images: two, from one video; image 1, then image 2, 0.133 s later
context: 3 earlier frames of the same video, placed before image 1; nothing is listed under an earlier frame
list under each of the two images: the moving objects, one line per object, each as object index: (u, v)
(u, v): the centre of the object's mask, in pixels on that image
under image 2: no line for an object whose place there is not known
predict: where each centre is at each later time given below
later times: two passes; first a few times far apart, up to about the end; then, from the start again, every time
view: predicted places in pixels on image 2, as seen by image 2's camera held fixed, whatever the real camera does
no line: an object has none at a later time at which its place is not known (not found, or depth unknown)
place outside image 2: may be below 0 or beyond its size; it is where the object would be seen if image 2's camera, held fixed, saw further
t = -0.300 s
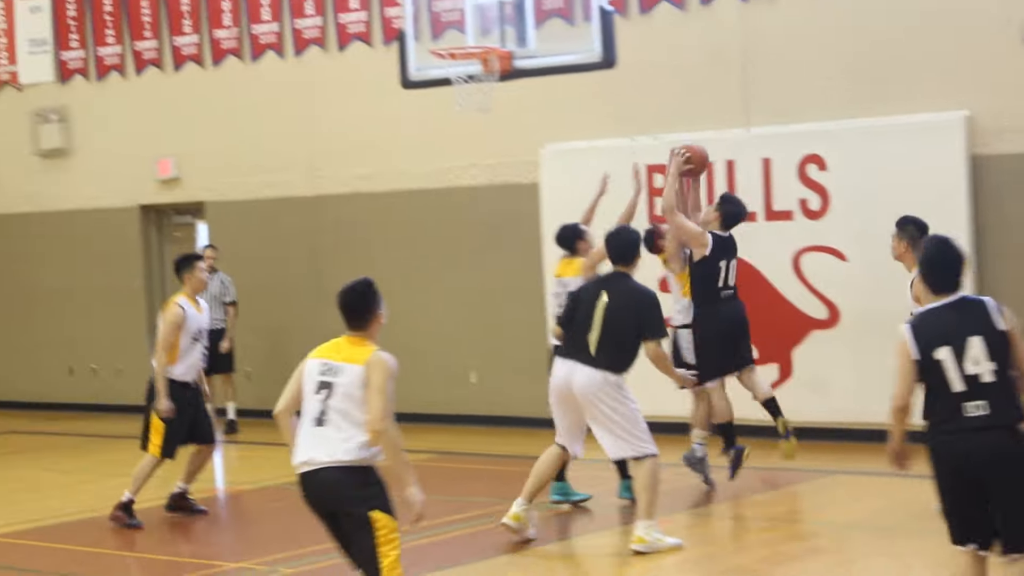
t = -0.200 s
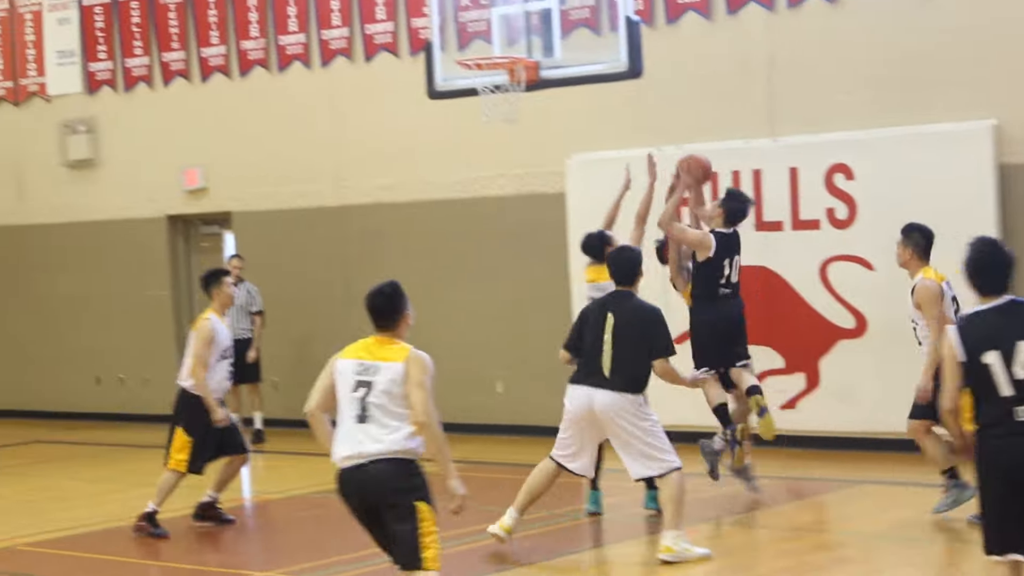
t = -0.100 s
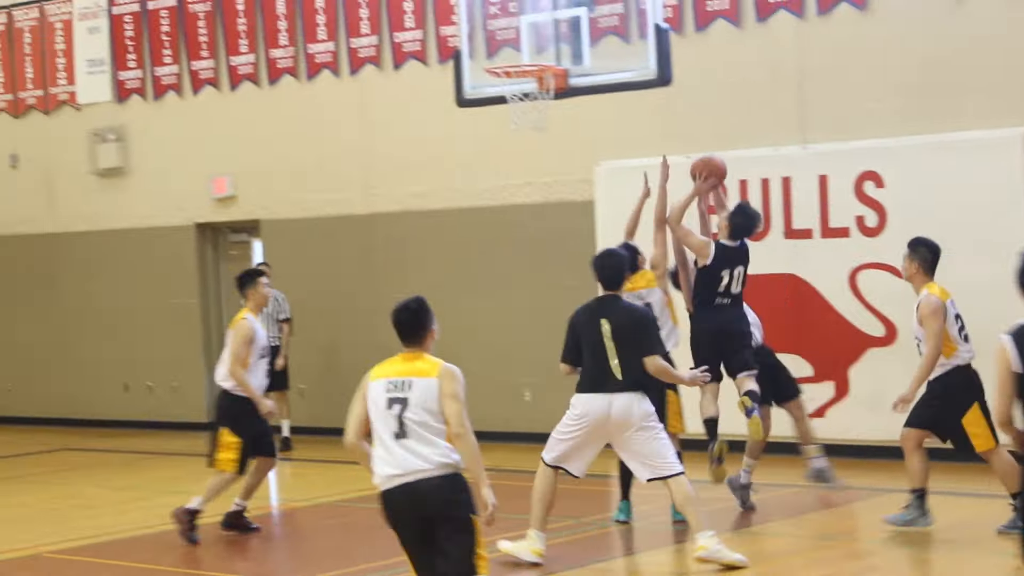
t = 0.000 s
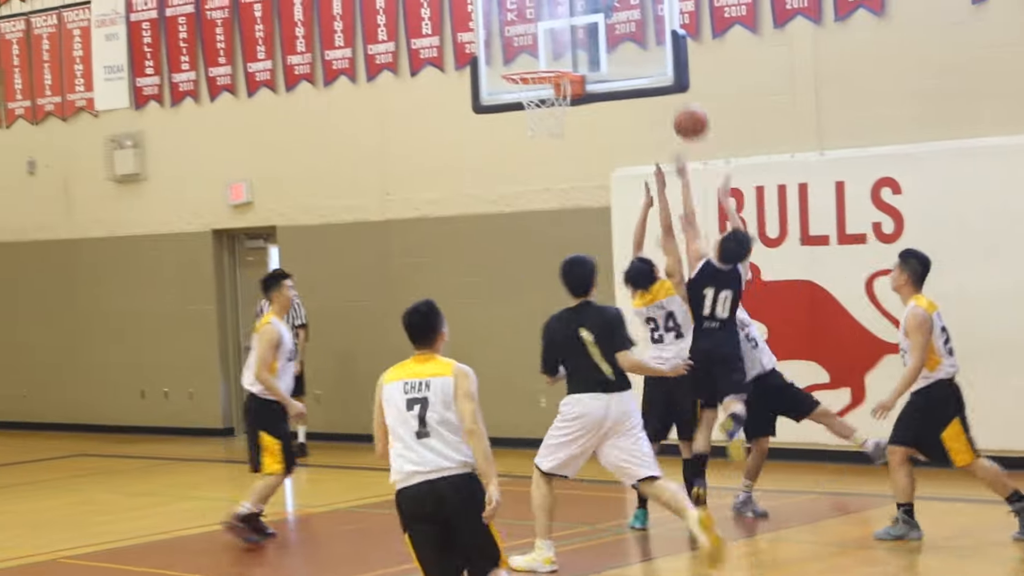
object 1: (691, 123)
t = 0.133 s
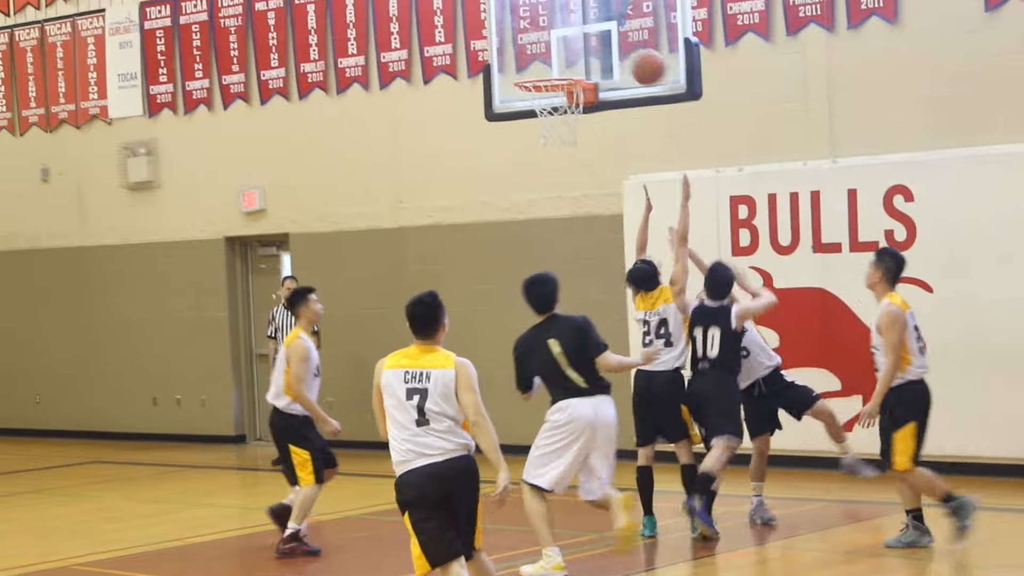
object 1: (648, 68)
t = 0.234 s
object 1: (610, 39)
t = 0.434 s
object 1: (539, 25)
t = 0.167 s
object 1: (636, 57)
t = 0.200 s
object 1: (622, 47)
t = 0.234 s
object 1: (610, 39)
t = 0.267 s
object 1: (597, 33)
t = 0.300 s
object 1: (585, 29)
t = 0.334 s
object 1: (573, 25)
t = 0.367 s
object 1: (562, 23)
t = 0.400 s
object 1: (549, 23)
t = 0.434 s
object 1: (539, 25)
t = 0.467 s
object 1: (528, 28)
